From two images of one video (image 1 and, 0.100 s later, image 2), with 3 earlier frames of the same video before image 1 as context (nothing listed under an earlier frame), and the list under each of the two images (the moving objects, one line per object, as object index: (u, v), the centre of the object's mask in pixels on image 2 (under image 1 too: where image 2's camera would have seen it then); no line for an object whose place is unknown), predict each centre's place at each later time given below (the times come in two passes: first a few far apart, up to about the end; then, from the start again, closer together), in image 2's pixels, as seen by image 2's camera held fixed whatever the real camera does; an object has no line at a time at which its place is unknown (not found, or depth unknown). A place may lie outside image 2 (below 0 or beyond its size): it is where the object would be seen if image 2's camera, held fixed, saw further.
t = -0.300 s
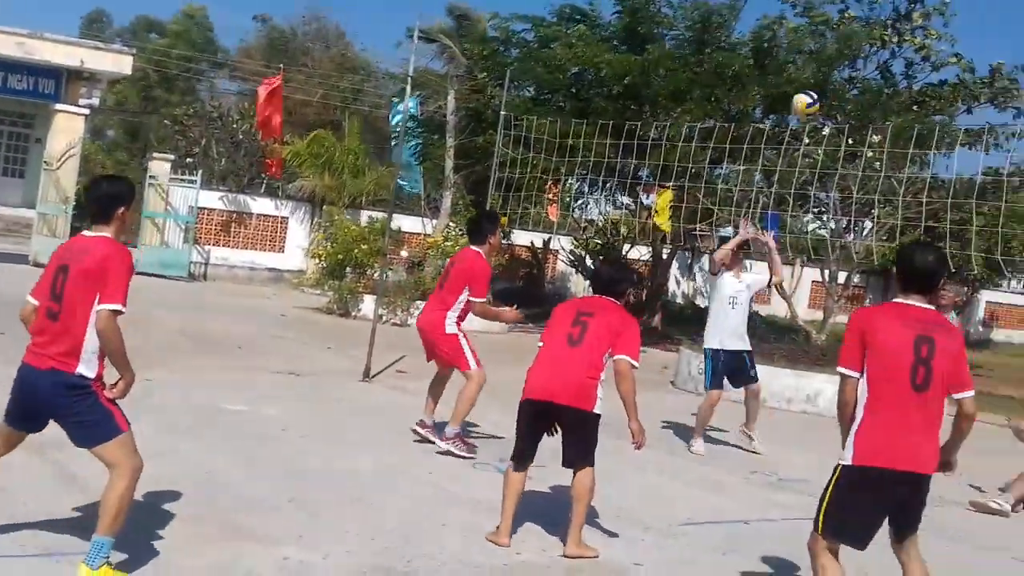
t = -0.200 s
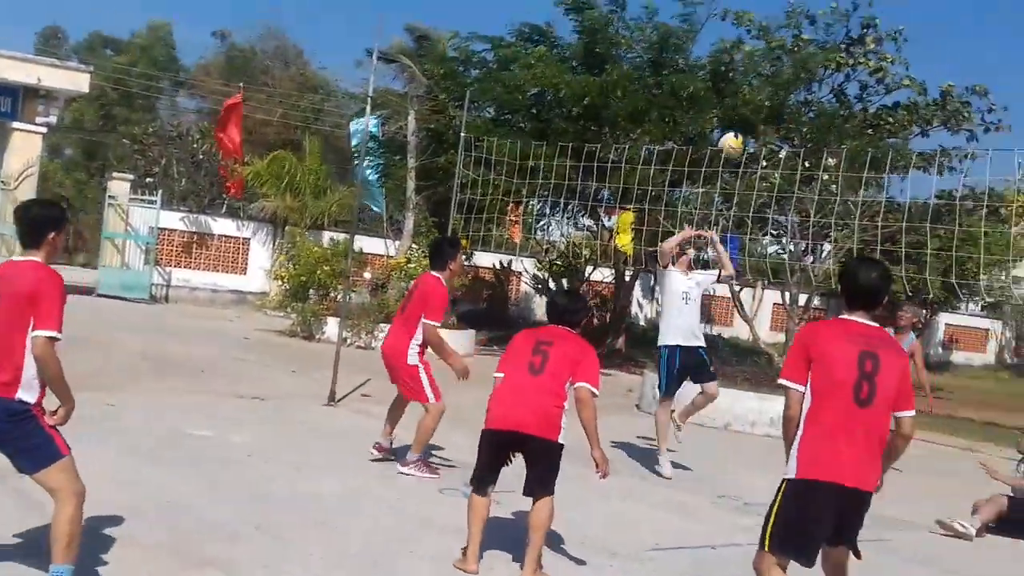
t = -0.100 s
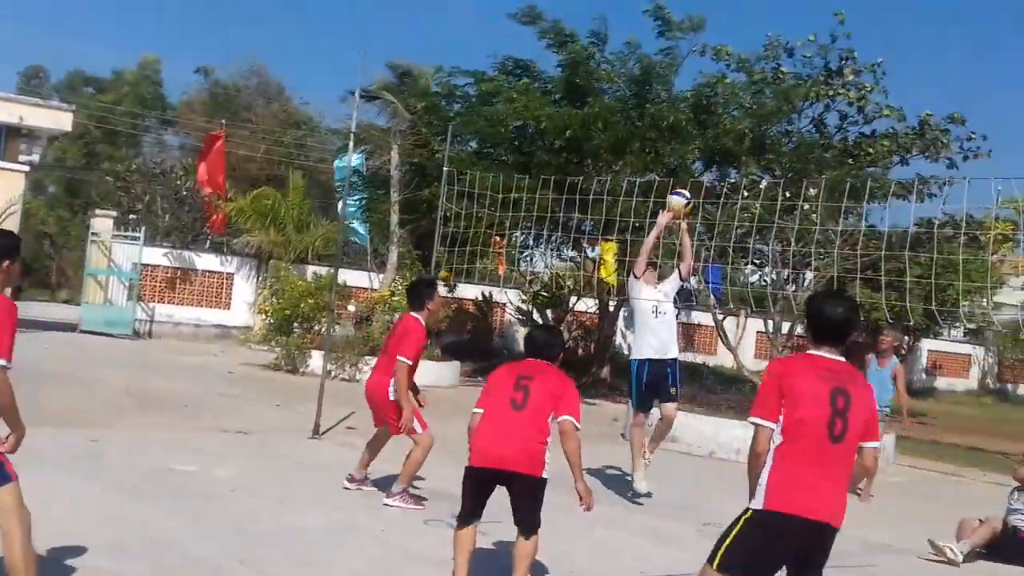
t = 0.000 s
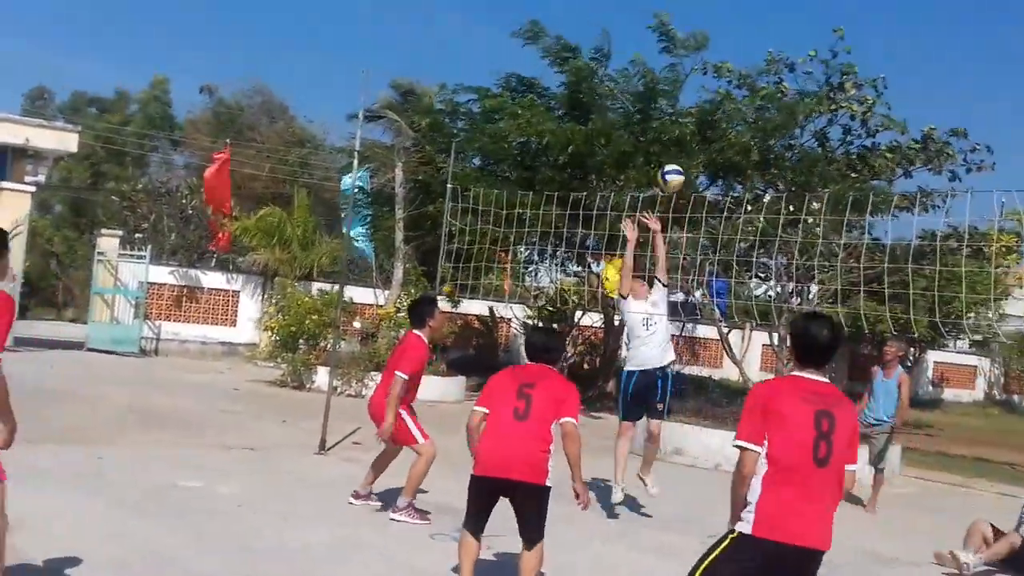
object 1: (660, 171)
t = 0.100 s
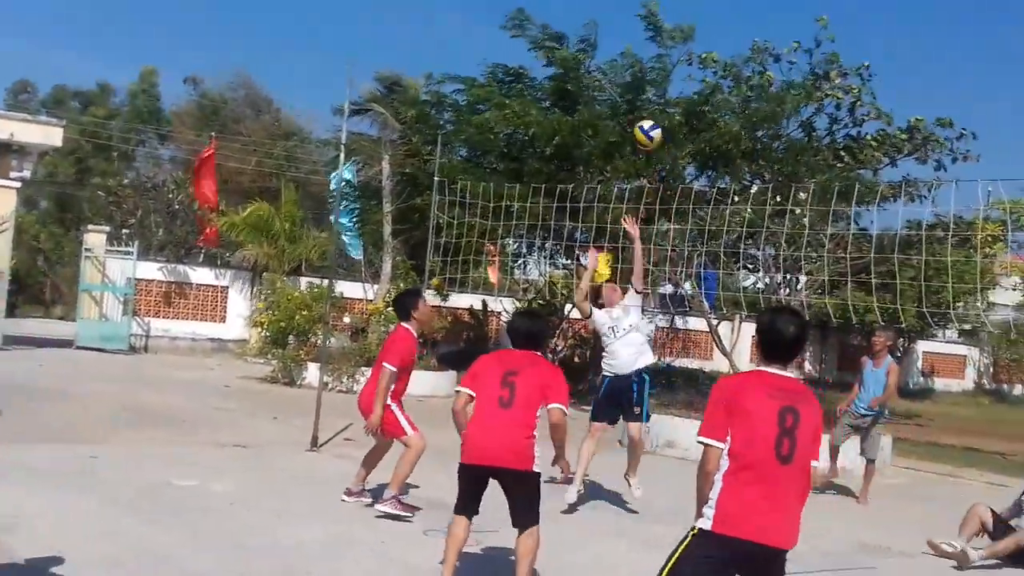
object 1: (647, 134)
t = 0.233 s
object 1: (632, 105)
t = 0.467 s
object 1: (587, 111)
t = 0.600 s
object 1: (554, 155)
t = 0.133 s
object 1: (647, 125)
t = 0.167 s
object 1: (641, 117)
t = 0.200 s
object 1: (635, 109)
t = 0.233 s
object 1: (632, 105)
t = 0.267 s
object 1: (628, 100)
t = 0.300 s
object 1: (621, 97)
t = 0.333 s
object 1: (616, 95)
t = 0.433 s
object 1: (595, 104)
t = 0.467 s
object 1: (587, 111)
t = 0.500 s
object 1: (580, 117)
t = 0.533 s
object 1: (572, 127)
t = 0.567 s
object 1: (563, 140)
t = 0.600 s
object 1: (554, 155)
